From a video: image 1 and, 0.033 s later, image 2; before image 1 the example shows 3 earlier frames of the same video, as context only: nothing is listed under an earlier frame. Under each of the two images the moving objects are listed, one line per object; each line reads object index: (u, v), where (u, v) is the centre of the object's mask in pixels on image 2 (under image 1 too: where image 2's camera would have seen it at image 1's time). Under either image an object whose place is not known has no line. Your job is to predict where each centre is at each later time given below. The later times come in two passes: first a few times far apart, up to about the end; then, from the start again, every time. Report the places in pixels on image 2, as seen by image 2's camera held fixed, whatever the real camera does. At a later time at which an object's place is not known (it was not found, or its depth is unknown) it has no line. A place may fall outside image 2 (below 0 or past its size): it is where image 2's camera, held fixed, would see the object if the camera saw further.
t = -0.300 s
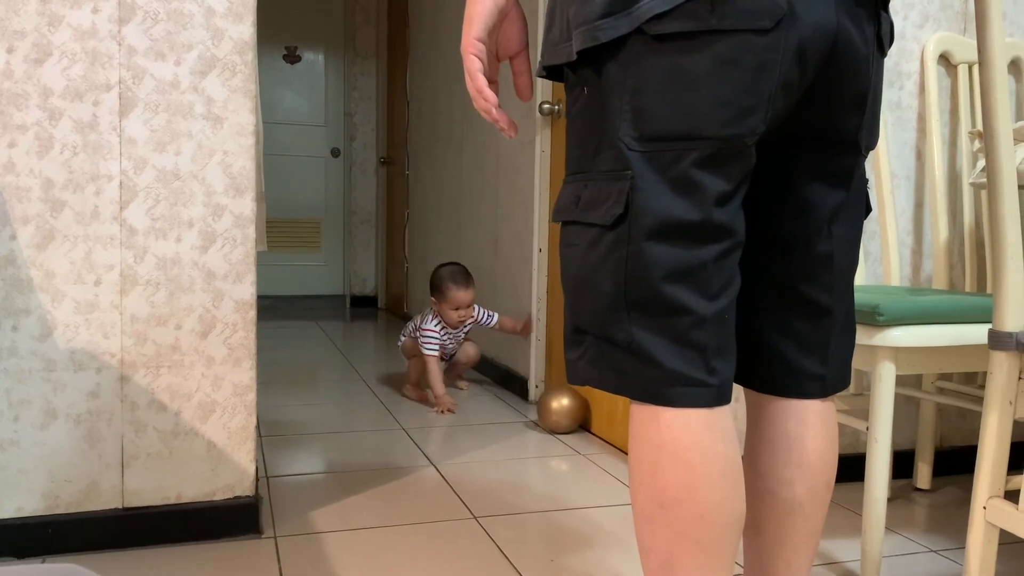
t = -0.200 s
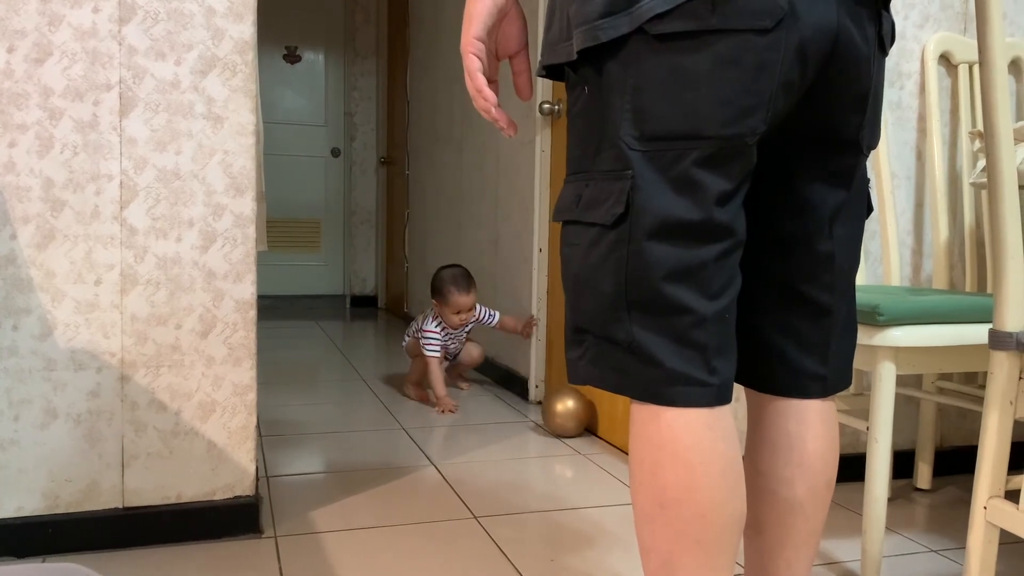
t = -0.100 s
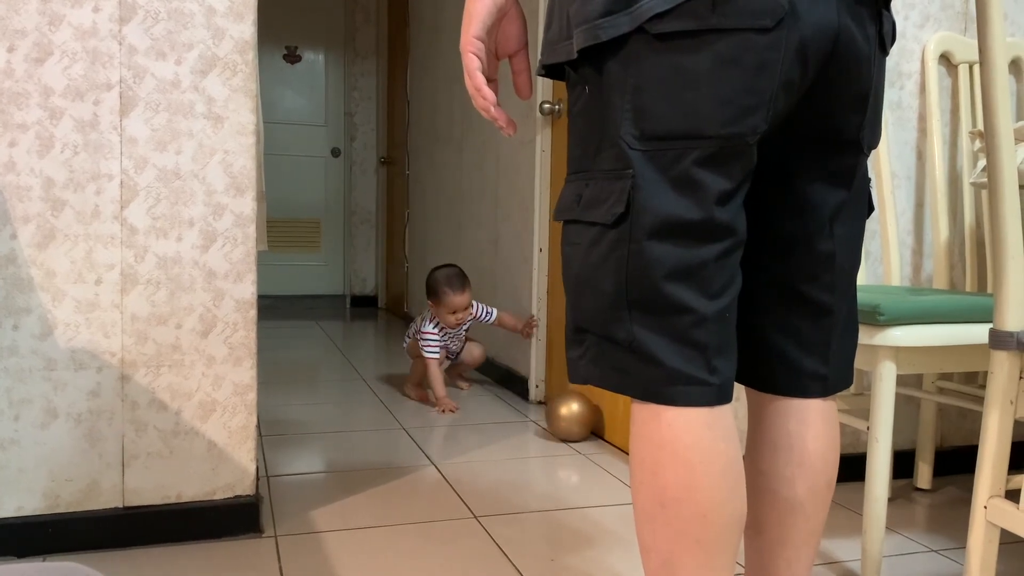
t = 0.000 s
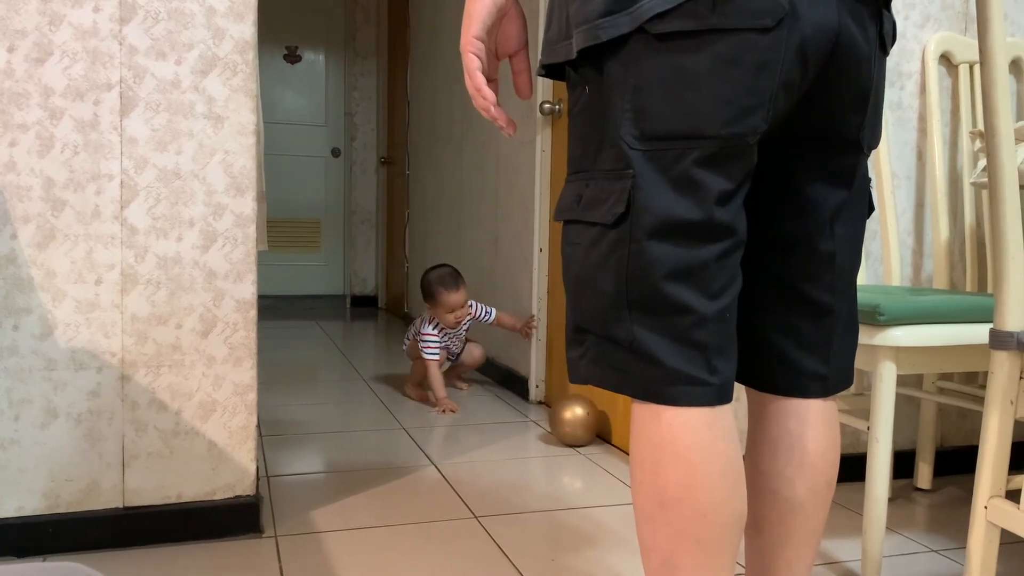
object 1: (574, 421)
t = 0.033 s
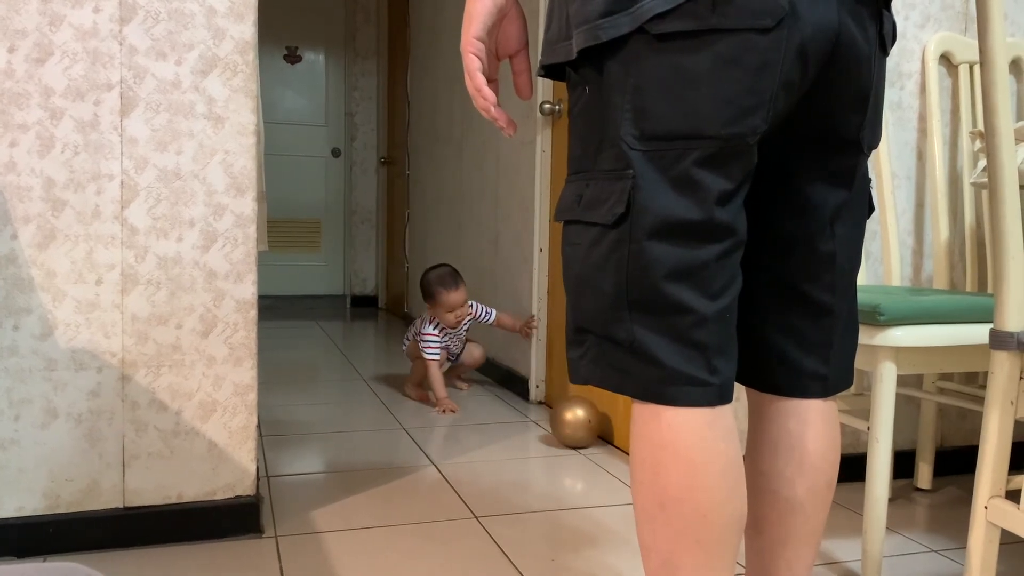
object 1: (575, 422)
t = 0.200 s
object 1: (579, 429)
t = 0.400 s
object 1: (579, 437)
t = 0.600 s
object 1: (578, 447)
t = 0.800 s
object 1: (574, 456)
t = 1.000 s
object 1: (568, 468)
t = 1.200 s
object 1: (558, 480)
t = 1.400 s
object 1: (545, 493)
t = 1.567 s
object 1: (531, 506)
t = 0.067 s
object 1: (576, 424)
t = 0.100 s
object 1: (577, 425)
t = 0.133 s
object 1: (578, 427)
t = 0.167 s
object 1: (578, 428)
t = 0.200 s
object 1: (579, 429)
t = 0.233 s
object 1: (579, 430)
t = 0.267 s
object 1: (579, 431)
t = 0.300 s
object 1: (579, 433)
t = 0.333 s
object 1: (580, 434)
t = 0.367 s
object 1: (579, 436)
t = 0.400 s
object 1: (579, 437)
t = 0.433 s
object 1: (579, 439)
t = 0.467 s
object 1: (579, 440)
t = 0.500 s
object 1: (579, 442)
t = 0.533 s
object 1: (578, 443)
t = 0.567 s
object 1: (578, 445)
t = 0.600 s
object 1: (578, 447)
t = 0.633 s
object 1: (577, 448)
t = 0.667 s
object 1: (577, 450)
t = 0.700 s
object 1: (576, 451)
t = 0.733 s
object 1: (576, 453)
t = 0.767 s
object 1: (575, 454)
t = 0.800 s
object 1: (574, 456)
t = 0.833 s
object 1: (574, 458)
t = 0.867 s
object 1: (573, 460)
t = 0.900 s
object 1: (572, 461)
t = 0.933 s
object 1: (571, 464)
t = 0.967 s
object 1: (569, 466)
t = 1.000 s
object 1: (568, 468)
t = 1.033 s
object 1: (567, 470)
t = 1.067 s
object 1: (565, 472)
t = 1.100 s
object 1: (564, 474)
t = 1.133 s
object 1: (562, 476)
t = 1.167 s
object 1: (560, 478)
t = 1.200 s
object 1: (558, 480)
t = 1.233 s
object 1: (556, 482)
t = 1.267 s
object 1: (554, 484)
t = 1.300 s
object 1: (552, 486)
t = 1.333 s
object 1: (550, 489)
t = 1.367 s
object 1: (547, 491)
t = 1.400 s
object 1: (545, 493)
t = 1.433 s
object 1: (542, 496)
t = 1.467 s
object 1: (539, 498)
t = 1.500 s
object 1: (537, 501)
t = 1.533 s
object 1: (534, 503)
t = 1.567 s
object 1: (531, 506)
